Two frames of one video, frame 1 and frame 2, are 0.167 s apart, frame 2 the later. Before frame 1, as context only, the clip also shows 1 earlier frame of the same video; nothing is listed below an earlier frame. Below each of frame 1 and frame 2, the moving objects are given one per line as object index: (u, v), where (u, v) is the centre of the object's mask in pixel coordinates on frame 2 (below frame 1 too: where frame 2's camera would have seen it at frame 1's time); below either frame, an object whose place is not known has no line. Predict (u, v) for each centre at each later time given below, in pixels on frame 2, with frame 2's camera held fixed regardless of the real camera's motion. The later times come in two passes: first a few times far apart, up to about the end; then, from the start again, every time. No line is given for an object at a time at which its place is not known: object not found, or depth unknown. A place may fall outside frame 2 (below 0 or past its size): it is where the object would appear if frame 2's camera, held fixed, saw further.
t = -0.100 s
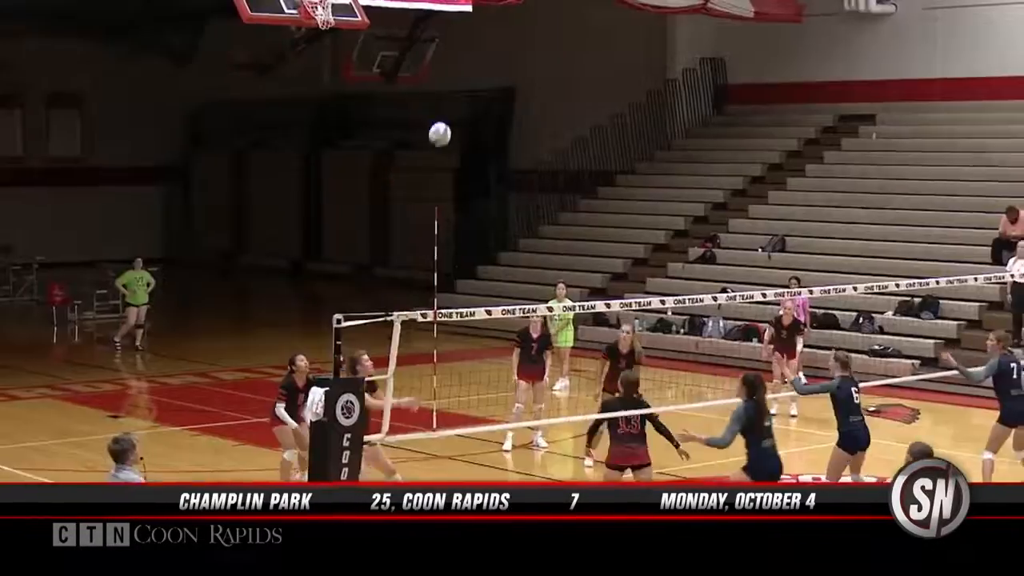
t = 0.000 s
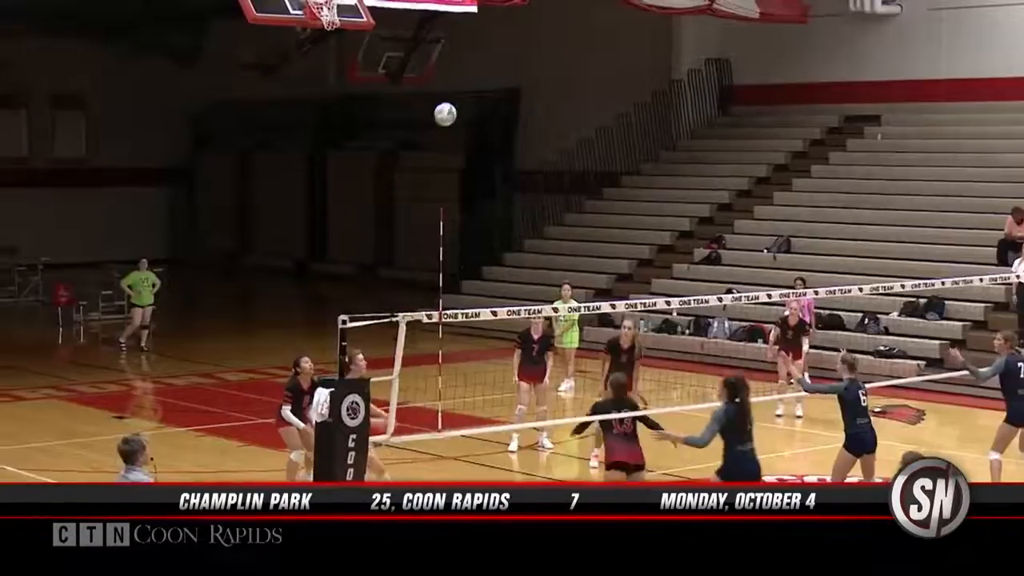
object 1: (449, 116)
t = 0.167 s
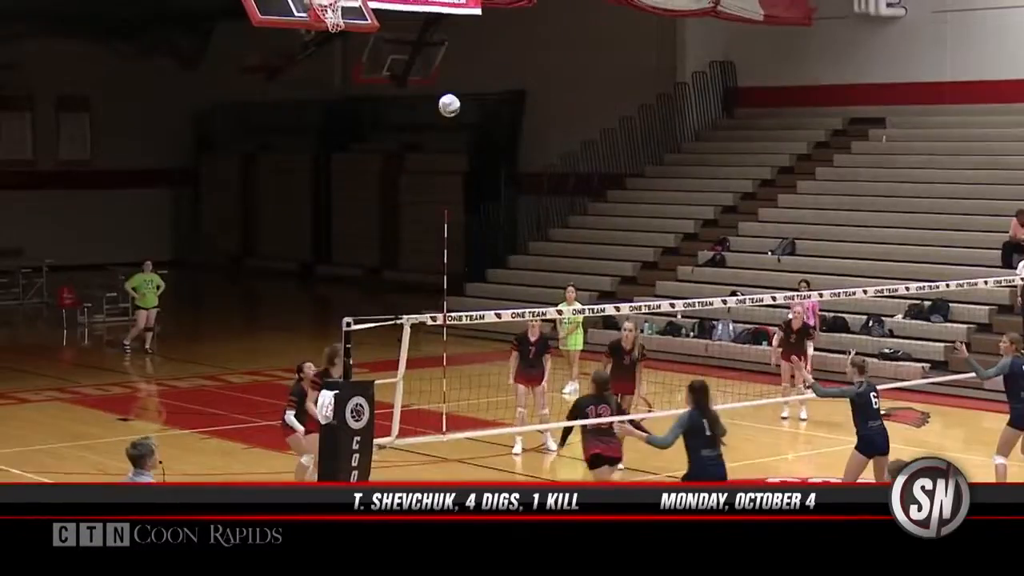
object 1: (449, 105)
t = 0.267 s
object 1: (449, 112)
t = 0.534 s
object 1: (449, 179)
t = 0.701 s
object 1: (450, 254)
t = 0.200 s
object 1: (449, 106)
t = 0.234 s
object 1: (449, 109)
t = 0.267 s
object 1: (449, 112)
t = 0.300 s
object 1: (449, 117)
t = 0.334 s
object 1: (449, 123)
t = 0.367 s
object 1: (449, 129)
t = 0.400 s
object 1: (449, 137)
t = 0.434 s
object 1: (449, 146)
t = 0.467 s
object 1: (449, 156)
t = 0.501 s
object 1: (449, 167)
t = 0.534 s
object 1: (449, 179)
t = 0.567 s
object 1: (450, 192)
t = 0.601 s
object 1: (450, 207)
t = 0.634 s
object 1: (450, 221)
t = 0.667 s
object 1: (450, 237)
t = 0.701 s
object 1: (450, 254)
